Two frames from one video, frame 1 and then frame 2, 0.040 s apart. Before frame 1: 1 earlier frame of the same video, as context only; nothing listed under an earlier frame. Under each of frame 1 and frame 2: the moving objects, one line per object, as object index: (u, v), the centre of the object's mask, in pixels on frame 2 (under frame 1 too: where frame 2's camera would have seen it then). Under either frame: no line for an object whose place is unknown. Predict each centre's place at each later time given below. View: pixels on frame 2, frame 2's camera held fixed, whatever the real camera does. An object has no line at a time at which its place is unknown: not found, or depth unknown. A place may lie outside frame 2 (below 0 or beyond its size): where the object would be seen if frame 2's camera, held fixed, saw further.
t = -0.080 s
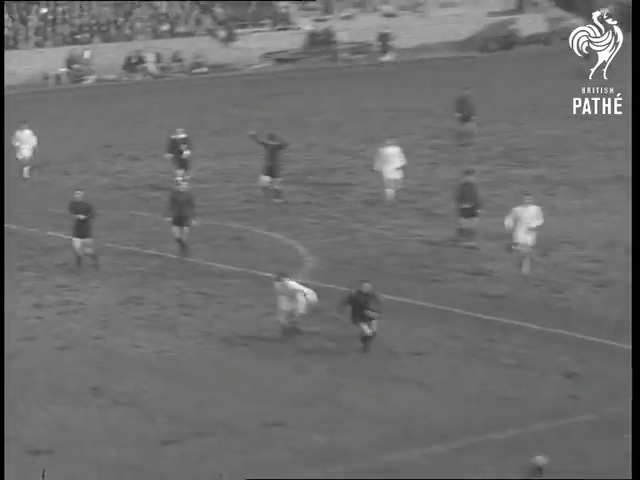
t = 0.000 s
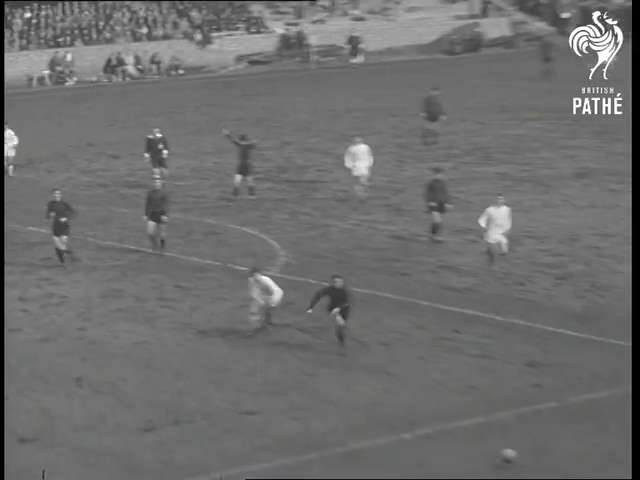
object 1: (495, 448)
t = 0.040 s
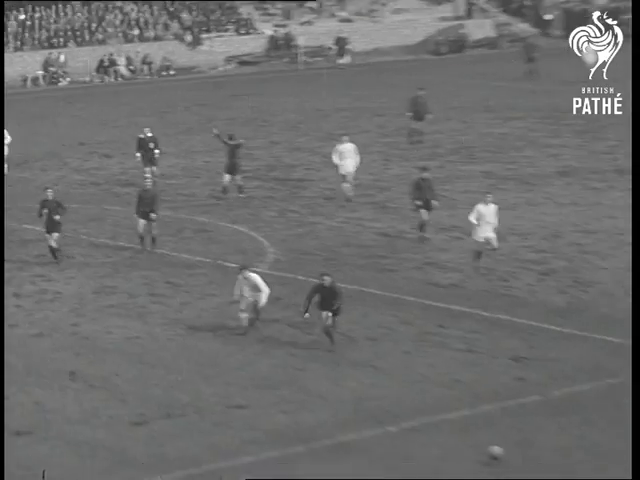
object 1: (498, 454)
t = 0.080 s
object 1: (498, 459)
